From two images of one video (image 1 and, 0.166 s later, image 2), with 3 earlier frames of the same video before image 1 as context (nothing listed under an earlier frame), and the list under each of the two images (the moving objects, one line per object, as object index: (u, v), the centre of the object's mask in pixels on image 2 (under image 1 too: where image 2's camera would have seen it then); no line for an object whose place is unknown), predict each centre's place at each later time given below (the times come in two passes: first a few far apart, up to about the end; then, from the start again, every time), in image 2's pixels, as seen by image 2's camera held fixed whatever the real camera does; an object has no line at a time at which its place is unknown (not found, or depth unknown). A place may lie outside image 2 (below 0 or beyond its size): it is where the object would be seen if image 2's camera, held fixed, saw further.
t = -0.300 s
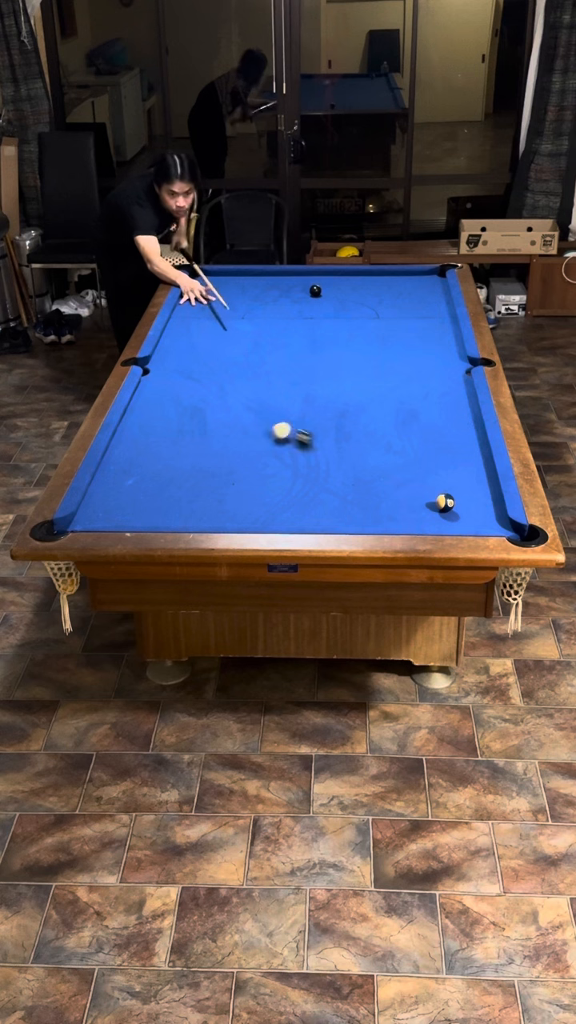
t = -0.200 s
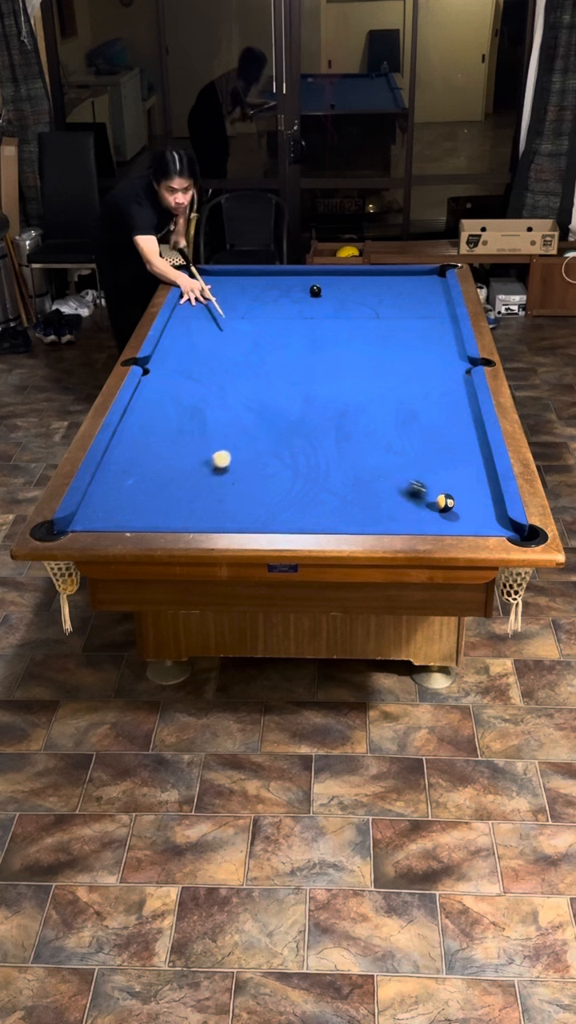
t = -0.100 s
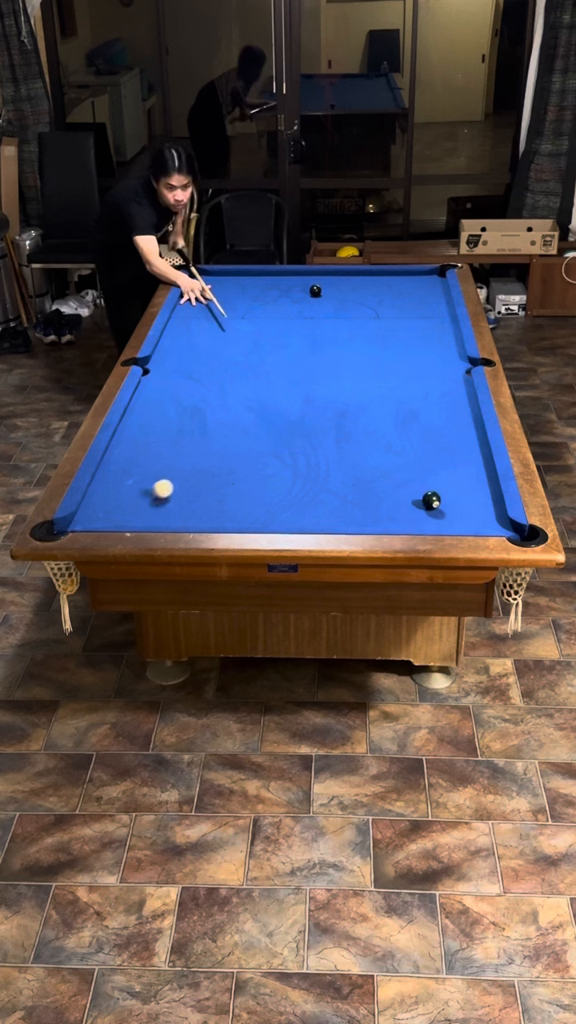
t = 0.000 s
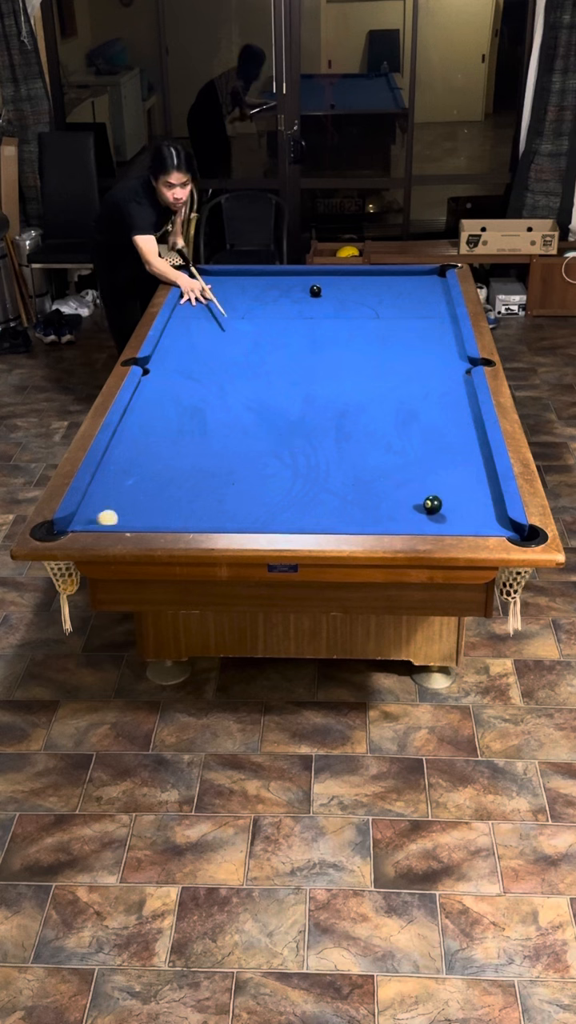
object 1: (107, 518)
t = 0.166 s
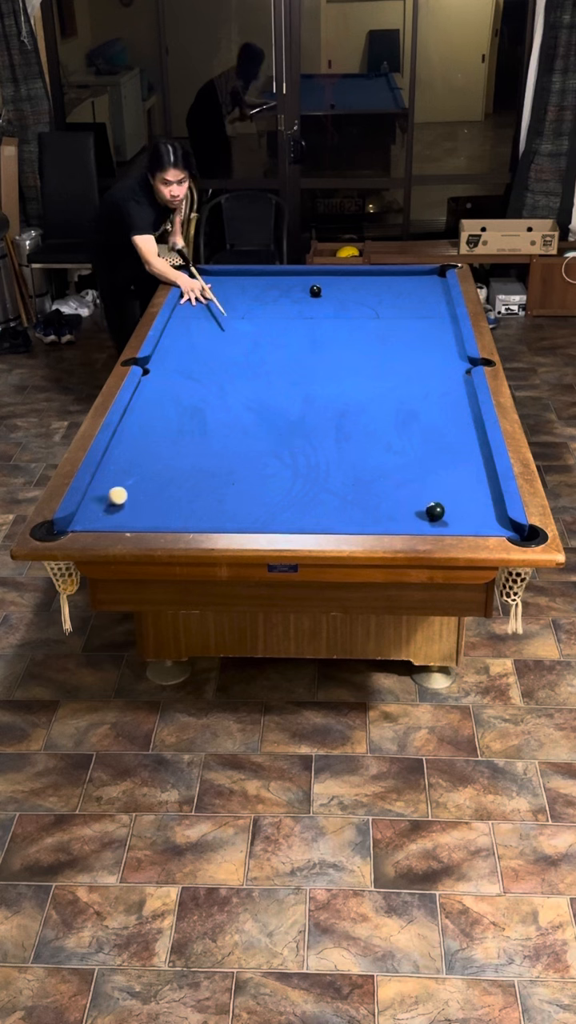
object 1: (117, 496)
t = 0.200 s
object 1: (127, 491)
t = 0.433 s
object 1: (183, 467)
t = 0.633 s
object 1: (226, 449)
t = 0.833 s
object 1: (266, 433)
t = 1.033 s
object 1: (302, 418)
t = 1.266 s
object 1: (341, 402)
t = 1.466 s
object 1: (372, 390)
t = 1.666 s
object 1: (400, 379)
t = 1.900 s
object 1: (431, 367)
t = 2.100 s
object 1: (455, 358)
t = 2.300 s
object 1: (448, 352)
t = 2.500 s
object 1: (435, 347)
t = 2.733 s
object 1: (422, 343)
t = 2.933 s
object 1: (412, 339)
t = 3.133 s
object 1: (403, 336)
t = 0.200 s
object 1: (127, 491)
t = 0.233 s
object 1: (136, 488)
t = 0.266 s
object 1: (144, 484)
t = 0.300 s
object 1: (152, 481)
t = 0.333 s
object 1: (160, 477)
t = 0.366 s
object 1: (168, 474)
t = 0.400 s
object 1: (176, 471)
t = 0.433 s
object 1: (183, 467)
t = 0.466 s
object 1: (191, 464)
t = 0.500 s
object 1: (198, 461)
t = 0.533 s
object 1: (205, 458)
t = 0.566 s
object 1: (212, 455)
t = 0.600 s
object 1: (219, 452)
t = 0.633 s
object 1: (226, 449)
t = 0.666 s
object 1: (233, 446)
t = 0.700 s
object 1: (240, 443)
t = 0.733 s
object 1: (246, 441)
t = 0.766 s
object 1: (253, 438)
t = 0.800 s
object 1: (259, 435)
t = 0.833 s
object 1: (266, 433)
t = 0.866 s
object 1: (272, 430)
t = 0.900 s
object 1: (278, 427)
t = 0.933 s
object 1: (284, 425)
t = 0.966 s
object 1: (290, 422)
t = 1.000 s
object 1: (296, 420)
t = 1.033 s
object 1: (302, 418)
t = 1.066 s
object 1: (308, 415)
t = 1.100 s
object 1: (313, 413)
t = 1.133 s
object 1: (319, 411)
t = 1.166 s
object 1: (325, 409)
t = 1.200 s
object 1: (330, 406)
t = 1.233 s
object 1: (336, 404)
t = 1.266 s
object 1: (341, 402)
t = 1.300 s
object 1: (346, 400)
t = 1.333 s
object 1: (352, 398)
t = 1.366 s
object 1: (357, 396)
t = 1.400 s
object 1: (362, 394)
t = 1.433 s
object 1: (367, 392)
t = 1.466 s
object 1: (372, 390)
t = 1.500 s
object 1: (377, 388)
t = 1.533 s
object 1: (382, 386)
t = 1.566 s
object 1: (386, 384)
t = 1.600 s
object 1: (391, 383)
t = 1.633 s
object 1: (396, 381)
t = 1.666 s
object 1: (400, 379)
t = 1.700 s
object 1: (405, 377)
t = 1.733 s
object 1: (409, 375)
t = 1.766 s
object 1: (414, 374)
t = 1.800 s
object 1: (418, 372)
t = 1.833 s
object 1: (423, 370)
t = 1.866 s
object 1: (427, 368)
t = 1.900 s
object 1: (431, 367)
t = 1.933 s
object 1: (435, 365)
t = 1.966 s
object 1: (439, 364)
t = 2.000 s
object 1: (443, 362)
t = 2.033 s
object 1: (447, 361)
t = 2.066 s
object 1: (451, 359)
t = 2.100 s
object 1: (455, 358)
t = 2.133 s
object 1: (459, 356)
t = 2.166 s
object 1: (457, 356)
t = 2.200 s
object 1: (454, 355)
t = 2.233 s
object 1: (452, 354)
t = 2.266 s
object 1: (450, 353)
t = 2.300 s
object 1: (448, 352)
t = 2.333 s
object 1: (445, 351)
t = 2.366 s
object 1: (443, 351)
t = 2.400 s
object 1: (441, 350)
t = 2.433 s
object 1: (439, 349)
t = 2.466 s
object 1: (437, 348)
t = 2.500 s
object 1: (435, 347)
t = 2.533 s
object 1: (433, 347)
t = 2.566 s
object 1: (431, 346)
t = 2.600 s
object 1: (429, 345)
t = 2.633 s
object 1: (427, 345)
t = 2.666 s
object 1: (425, 344)
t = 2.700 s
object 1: (424, 343)
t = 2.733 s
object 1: (422, 343)
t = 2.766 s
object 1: (420, 342)
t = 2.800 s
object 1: (418, 342)
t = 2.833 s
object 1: (416, 341)
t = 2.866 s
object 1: (415, 340)
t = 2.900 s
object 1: (413, 340)
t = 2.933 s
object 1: (412, 339)
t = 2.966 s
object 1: (410, 339)
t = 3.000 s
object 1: (408, 338)
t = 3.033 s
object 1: (407, 338)
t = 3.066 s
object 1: (405, 337)
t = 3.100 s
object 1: (404, 337)
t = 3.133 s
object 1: (403, 336)
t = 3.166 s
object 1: (402, 336)
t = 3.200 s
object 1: (401, 335)
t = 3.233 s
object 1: (399, 335)
